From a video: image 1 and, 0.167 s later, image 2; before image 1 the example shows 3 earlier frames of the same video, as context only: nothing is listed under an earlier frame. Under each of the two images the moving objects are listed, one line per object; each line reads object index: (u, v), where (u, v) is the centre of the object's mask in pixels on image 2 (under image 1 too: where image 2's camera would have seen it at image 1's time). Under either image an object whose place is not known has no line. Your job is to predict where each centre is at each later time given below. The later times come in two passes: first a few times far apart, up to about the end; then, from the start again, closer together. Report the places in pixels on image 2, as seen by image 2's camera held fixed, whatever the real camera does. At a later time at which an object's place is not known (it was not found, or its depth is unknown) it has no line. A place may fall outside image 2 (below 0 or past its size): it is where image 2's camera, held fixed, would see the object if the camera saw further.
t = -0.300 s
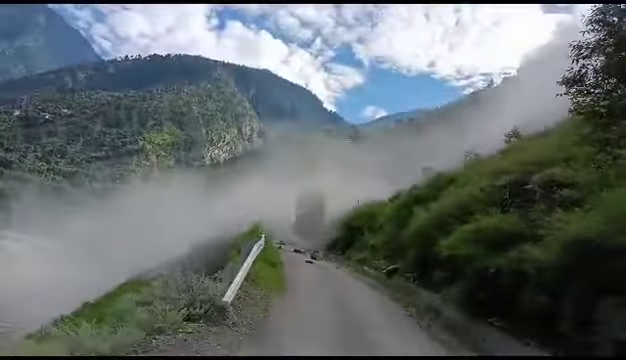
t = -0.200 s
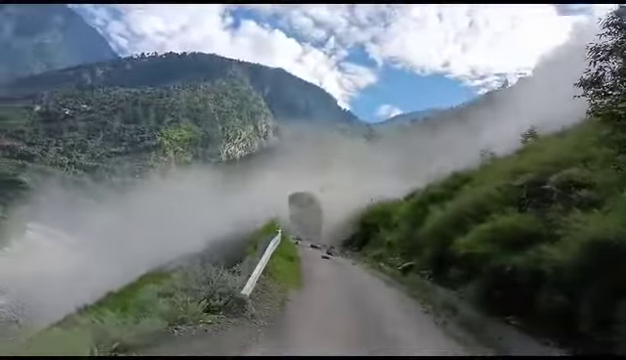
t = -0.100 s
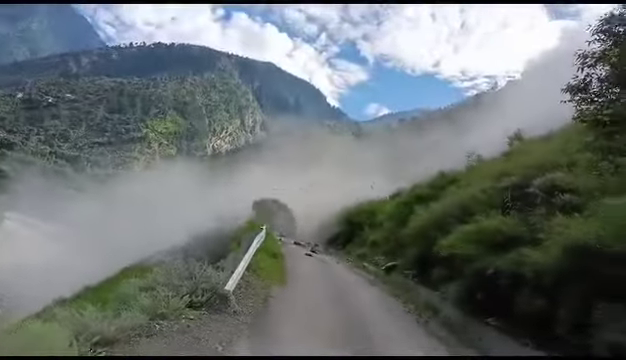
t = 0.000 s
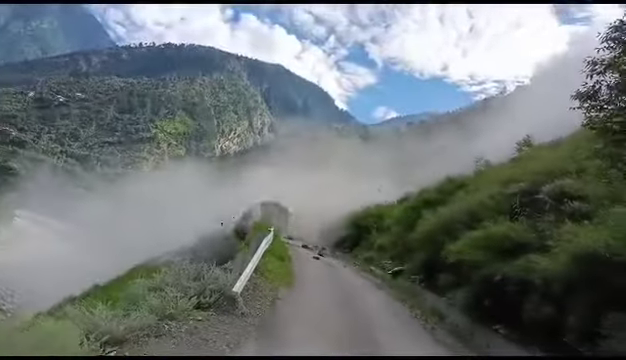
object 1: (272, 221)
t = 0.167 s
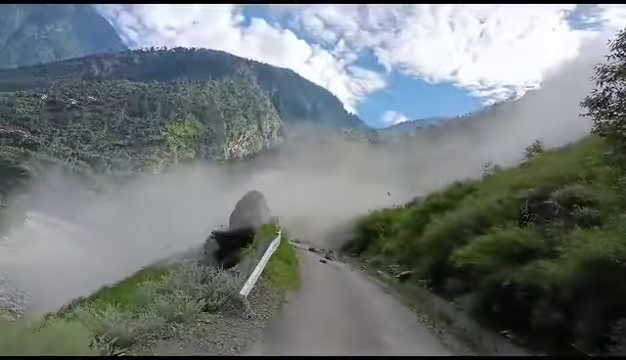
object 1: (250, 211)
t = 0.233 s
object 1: (239, 209)
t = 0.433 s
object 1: (201, 211)
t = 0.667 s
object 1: (165, 215)
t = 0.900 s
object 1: (121, 217)
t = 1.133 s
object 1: (63, 236)
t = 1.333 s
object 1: (12, 257)
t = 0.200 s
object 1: (244, 210)
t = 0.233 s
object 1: (239, 209)
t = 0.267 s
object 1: (233, 209)
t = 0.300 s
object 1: (227, 209)
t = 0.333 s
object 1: (220, 209)
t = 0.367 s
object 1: (214, 210)
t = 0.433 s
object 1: (201, 211)
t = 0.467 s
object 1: (198, 212)
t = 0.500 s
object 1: (195, 213)
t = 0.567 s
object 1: (183, 213)
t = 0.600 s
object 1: (177, 214)
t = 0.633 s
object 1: (171, 214)
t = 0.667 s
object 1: (165, 215)
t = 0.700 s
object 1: (160, 215)
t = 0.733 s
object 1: (155, 215)
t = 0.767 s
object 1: (148, 215)
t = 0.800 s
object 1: (141, 216)
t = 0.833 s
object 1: (135, 216)
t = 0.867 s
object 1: (129, 216)
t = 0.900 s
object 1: (121, 217)
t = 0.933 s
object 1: (112, 219)
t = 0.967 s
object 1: (103, 222)
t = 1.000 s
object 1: (96, 224)
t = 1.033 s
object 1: (89, 227)
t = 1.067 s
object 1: (80, 230)
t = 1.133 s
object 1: (63, 236)
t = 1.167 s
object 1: (55, 239)
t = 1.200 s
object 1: (46, 243)
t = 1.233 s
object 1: (38, 245)
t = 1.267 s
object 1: (27, 249)
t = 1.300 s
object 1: (18, 254)
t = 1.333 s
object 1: (12, 257)
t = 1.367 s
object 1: (1, 261)
